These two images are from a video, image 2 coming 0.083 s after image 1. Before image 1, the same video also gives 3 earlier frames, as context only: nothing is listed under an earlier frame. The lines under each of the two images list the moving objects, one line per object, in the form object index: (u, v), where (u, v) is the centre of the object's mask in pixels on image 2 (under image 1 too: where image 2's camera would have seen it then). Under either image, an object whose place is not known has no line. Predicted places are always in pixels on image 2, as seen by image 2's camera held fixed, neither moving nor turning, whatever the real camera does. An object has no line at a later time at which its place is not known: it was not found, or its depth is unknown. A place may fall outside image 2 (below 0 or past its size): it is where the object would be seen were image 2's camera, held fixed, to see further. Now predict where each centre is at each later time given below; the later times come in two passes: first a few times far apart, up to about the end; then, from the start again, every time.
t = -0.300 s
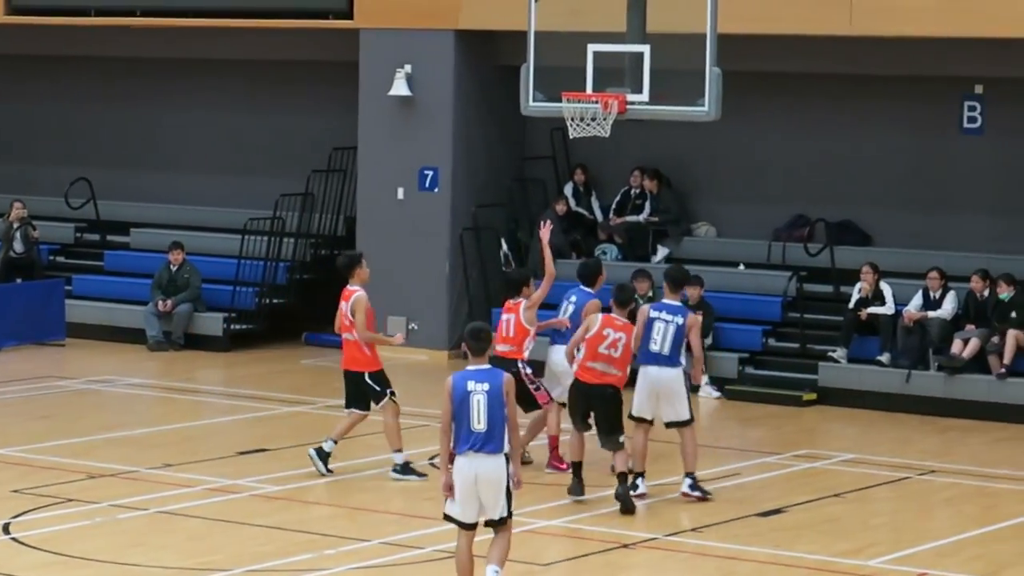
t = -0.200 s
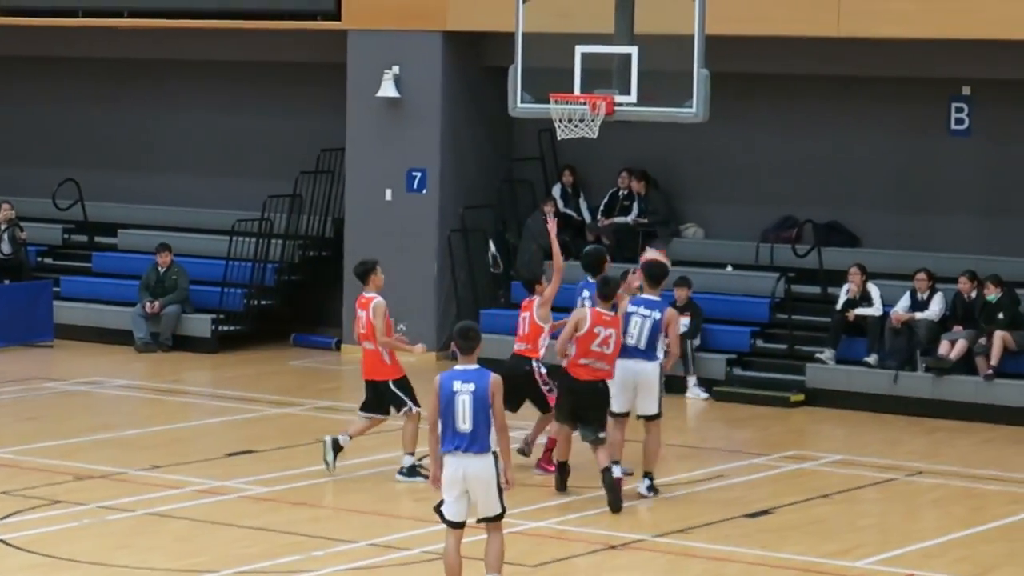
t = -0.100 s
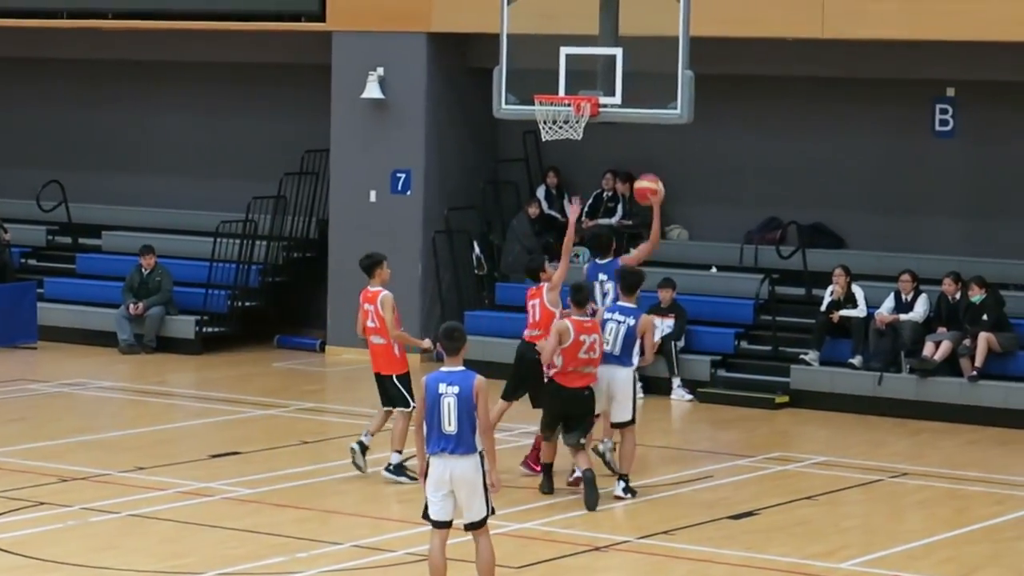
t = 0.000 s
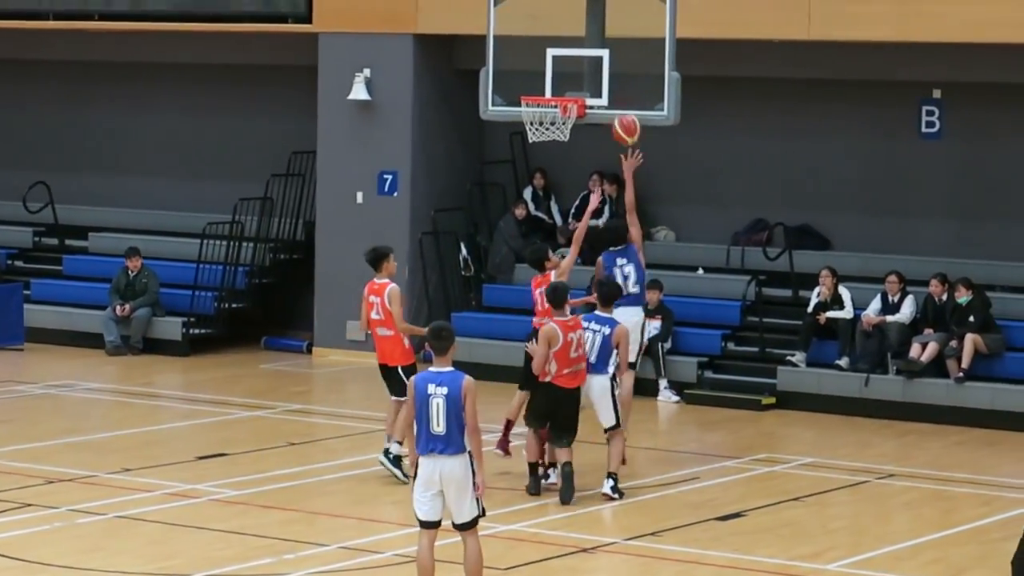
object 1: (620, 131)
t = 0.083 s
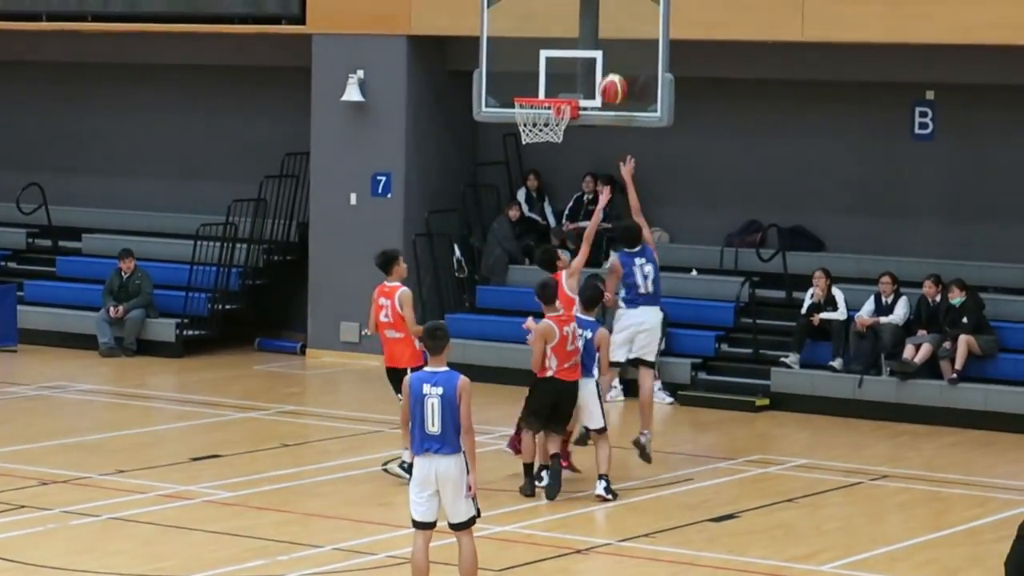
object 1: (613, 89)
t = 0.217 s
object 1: (599, 40)
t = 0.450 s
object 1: (571, 41)
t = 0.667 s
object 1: (543, 89)
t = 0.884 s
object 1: (540, 134)
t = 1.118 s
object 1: (558, 228)
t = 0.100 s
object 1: (611, 81)
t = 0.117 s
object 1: (609, 75)
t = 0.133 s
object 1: (607, 68)
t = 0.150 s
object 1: (605, 62)
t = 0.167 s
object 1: (604, 56)
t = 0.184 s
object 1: (603, 51)
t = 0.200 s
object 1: (601, 46)
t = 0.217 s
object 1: (599, 40)
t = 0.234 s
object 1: (598, 37)
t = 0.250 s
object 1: (596, 36)
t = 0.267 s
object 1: (593, 34)
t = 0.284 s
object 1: (591, 34)
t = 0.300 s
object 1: (589, 33)
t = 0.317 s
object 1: (587, 33)
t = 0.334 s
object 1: (585, 32)
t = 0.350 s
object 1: (583, 33)
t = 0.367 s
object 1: (581, 33)
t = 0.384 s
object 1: (579, 34)
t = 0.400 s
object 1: (577, 35)
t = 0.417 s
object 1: (574, 37)
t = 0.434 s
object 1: (573, 39)
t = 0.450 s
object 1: (571, 41)
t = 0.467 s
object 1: (568, 44)
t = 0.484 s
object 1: (566, 47)
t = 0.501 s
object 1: (563, 49)
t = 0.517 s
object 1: (562, 53)
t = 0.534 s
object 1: (560, 56)
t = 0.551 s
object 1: (557, 61)
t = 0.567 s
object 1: (556, 66)
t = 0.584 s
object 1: (554, 70)
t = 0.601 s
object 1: (551, 75)
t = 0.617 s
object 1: (549, 82)
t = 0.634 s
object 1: (547, 86)
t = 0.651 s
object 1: (545, 89)
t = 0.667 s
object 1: (543, 89)
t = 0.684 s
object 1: (541, 91)
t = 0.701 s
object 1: (539, 91)
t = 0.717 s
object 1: (538, 92)
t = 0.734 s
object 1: (536, 99)
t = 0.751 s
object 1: (533, 103)
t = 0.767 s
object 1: (532, 107)
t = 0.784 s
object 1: (532, 110)
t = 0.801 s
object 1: (534, 114)
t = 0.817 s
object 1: (535, 117)
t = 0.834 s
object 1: (535, 121)
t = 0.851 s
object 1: (538, 125)
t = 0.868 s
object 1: (539, 129)
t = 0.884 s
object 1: (540, 134)
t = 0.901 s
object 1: (540, 139)
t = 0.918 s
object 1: (543, 147)
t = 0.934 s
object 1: (545, 150)
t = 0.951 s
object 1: (545, 154)
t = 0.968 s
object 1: (547, 160)
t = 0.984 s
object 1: (548, 166)
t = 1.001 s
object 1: (550, 173)
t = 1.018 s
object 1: (551, 180)
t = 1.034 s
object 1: (553, 187)
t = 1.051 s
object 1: (553, 194)
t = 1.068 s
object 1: (554, 202)
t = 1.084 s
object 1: (556, 210)
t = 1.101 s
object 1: (558, 219)
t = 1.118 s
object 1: (558, 228)
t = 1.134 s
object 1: (559, 237)
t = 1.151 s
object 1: (560, 246)
